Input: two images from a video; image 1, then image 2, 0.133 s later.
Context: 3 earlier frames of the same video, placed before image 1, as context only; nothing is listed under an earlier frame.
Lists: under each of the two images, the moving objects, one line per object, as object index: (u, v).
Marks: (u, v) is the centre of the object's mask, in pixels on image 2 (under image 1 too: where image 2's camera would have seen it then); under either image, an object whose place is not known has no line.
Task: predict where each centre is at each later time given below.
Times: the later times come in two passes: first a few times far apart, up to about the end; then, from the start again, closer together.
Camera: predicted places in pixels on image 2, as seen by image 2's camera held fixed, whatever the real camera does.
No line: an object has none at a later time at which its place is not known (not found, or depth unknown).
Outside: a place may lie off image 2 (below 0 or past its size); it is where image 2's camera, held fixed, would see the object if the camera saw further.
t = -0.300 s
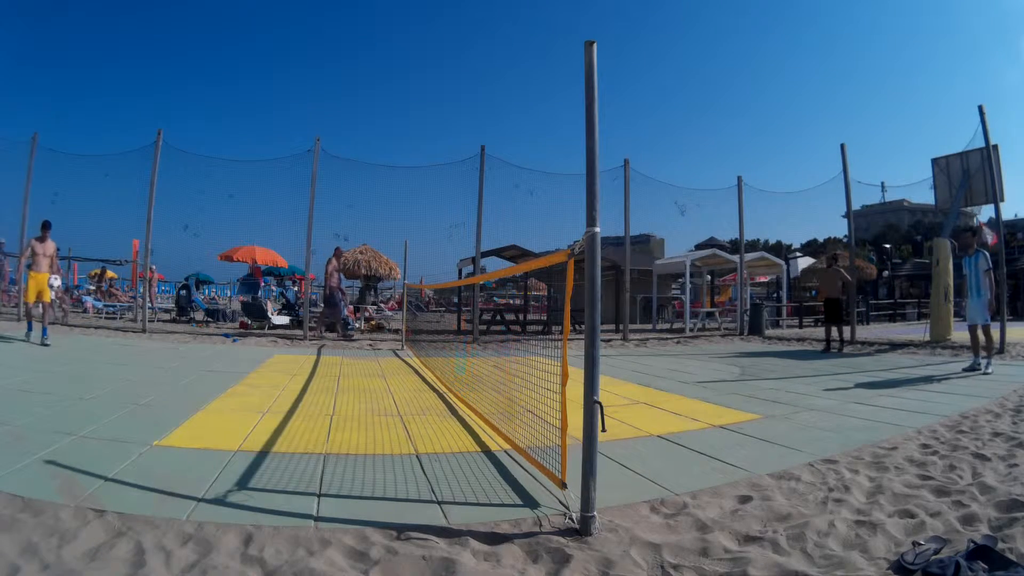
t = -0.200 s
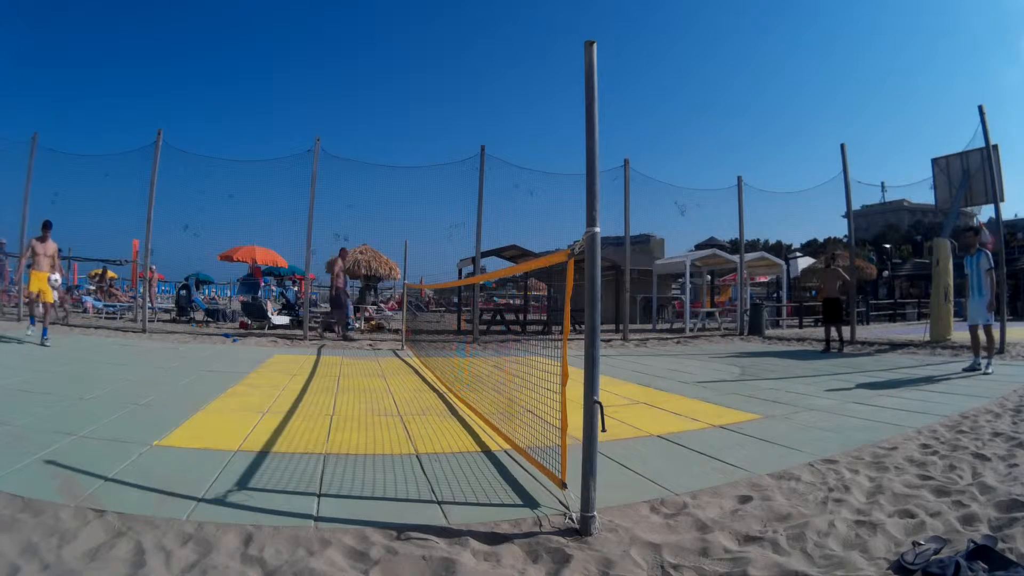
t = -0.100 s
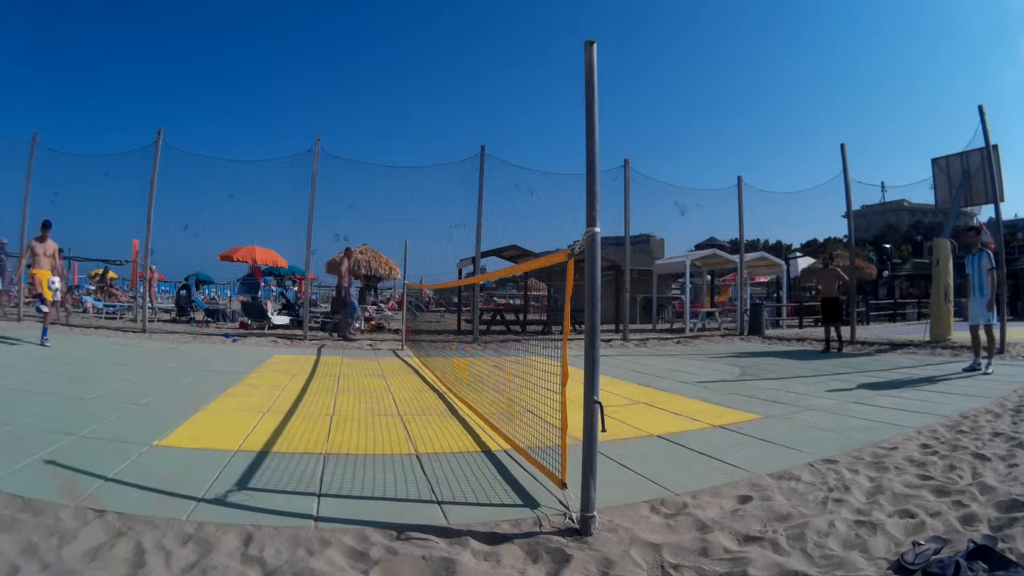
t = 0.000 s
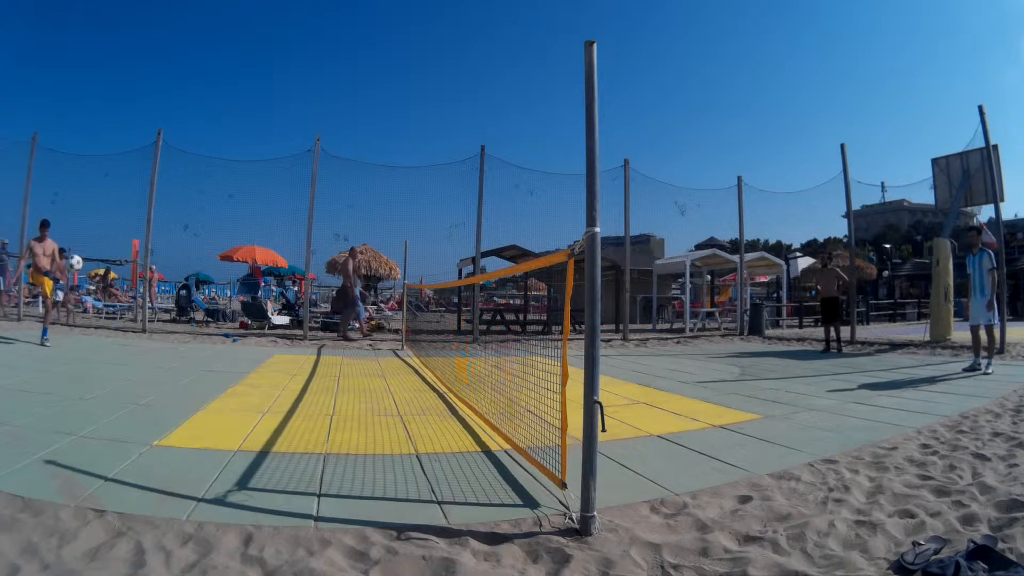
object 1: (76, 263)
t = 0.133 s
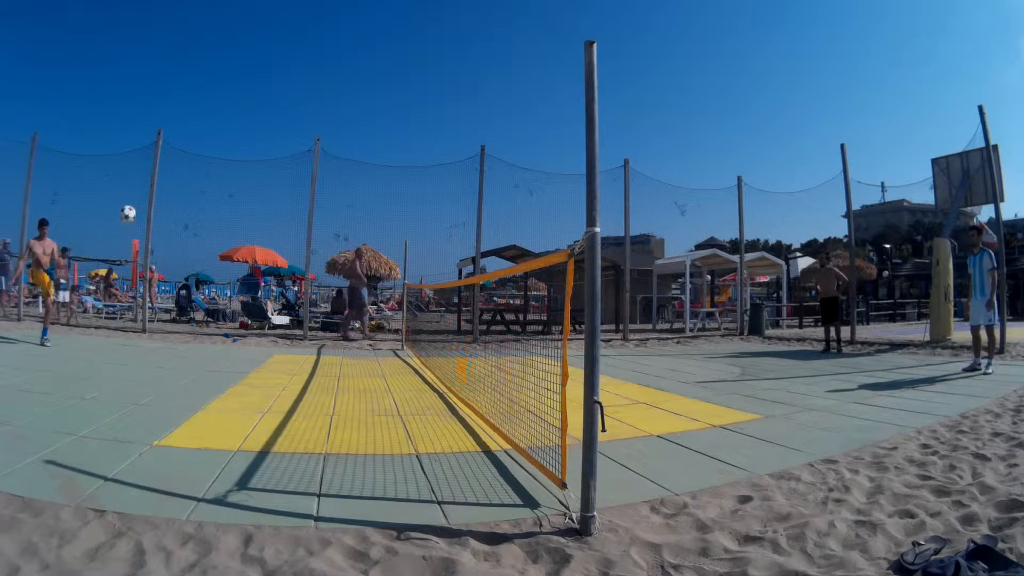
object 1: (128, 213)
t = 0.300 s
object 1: (204, 170)
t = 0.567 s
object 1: (339, 148)
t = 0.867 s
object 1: (500, 199)
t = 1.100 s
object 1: (624, 293)
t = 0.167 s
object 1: (143, 203)
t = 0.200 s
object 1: (157, 193)
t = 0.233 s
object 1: (172, 185)
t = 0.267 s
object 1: (188, 177)
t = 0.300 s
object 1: (204, 170)
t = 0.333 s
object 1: (219, 165)
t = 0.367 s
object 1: (236, 160)
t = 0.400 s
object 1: (253, 155)
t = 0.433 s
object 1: (269, 152)
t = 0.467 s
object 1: (287, 149)
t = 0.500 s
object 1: (303, 148)
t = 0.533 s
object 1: (321, 147)
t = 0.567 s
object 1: (339, 148)
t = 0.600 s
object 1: (357, 149)
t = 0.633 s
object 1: (374, 152)
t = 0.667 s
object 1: (392, 156)
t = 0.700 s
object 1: (410, 161)
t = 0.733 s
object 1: (428, 166)
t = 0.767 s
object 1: (446, 173)
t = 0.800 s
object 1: (464, 180)
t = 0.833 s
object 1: (482, 189)
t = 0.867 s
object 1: (500, 199)
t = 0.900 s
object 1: (519, 210)
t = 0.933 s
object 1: (537, 221)
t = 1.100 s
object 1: (624, 293)
